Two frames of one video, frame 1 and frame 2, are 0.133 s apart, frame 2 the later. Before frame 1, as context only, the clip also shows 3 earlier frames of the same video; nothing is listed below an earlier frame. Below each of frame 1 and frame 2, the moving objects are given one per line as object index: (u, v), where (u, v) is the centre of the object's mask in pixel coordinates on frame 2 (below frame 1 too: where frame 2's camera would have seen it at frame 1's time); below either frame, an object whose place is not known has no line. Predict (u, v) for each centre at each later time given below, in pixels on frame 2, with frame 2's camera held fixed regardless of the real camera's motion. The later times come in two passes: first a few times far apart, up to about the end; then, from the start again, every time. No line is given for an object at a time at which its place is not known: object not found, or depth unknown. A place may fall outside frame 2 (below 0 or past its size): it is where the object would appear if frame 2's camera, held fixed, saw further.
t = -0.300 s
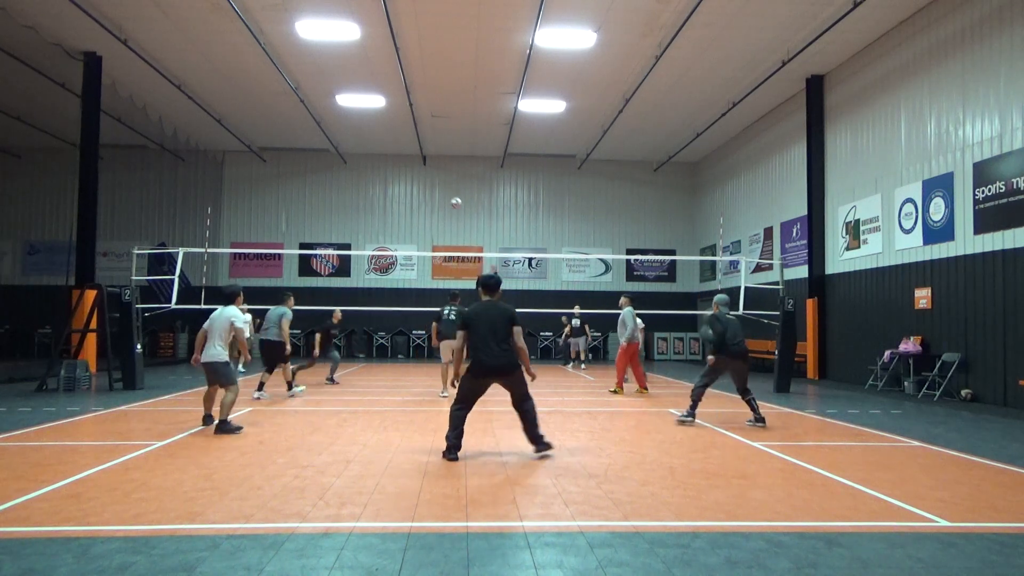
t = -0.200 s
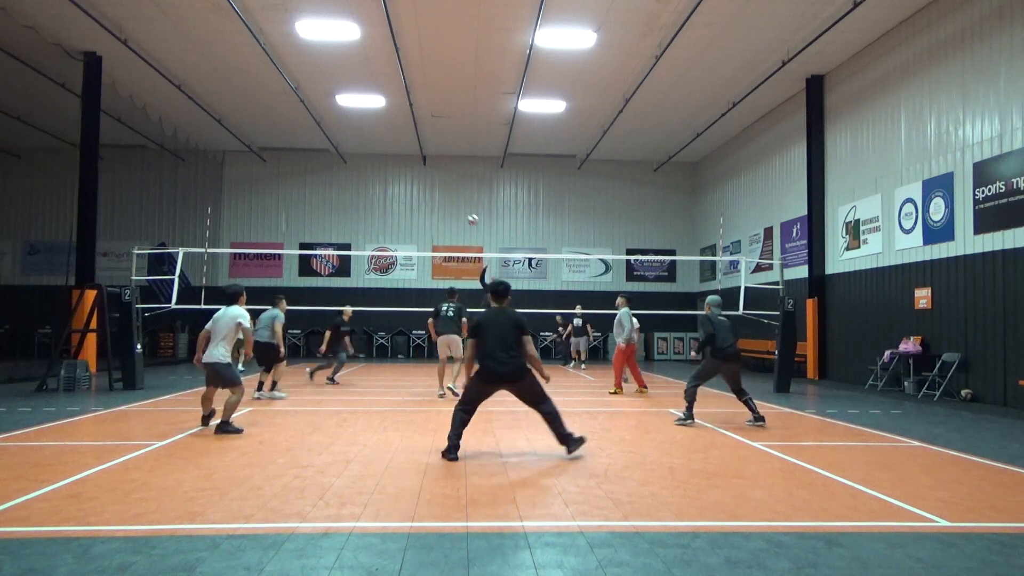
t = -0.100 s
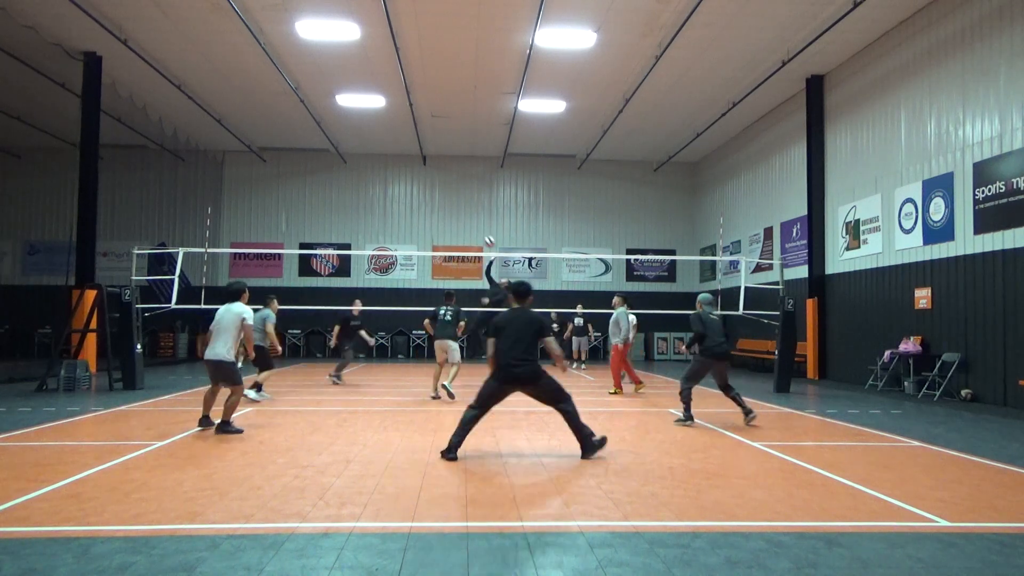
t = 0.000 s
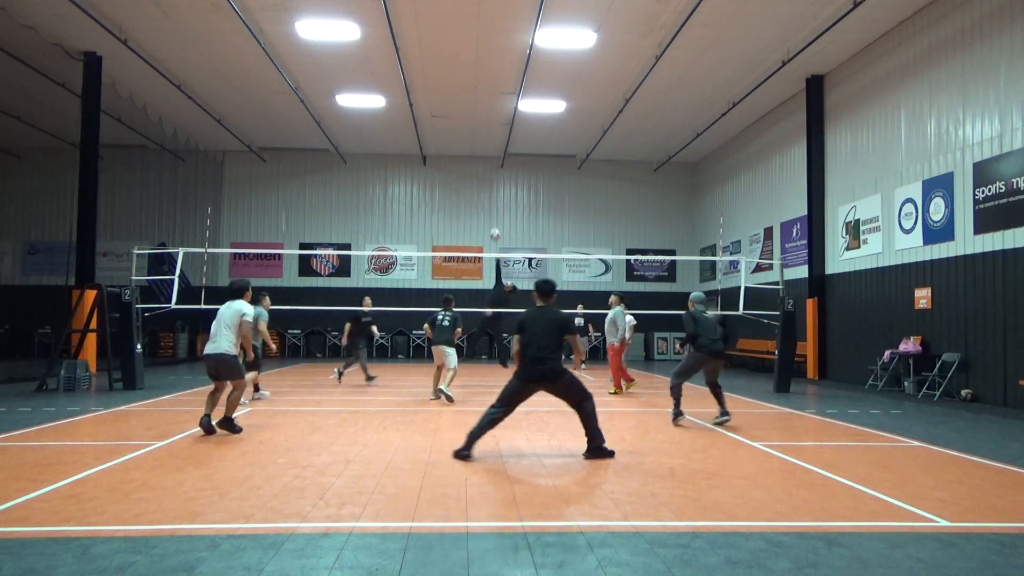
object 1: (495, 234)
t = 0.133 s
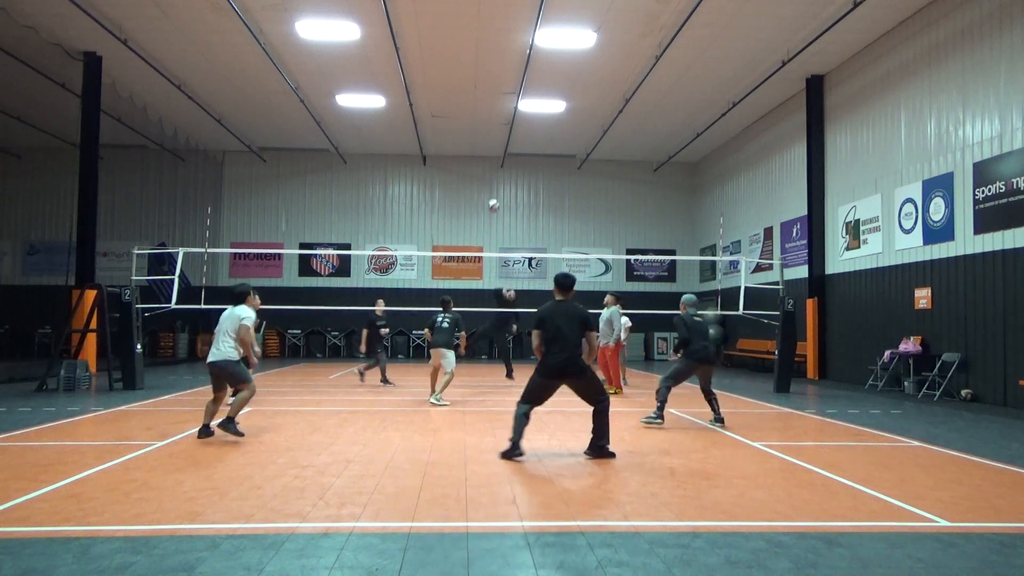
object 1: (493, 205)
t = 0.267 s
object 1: (492, 182)
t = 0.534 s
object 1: (488, 162)
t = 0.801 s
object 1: (483, 187)
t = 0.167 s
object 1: (493, 200)
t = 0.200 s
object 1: (492, 194)
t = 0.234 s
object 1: (492, 188)
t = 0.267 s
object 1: (492, 182)
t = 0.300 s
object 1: (491, 179)
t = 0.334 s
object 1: (491, 175)
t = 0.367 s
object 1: (491, 170)
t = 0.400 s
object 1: (490, 168)
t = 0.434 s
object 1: (490, 166)
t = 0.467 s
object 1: (489, 163)
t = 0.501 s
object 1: (489, 163)
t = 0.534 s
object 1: (488, 162)
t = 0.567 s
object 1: (488, 162)
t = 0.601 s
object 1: (487, 163)
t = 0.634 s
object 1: (486, 164)
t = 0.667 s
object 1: (486, 167)
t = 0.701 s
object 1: (485, 171)
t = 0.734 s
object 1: (484, 175)
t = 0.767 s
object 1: (483, 182)
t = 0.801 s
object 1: (483, 187)
